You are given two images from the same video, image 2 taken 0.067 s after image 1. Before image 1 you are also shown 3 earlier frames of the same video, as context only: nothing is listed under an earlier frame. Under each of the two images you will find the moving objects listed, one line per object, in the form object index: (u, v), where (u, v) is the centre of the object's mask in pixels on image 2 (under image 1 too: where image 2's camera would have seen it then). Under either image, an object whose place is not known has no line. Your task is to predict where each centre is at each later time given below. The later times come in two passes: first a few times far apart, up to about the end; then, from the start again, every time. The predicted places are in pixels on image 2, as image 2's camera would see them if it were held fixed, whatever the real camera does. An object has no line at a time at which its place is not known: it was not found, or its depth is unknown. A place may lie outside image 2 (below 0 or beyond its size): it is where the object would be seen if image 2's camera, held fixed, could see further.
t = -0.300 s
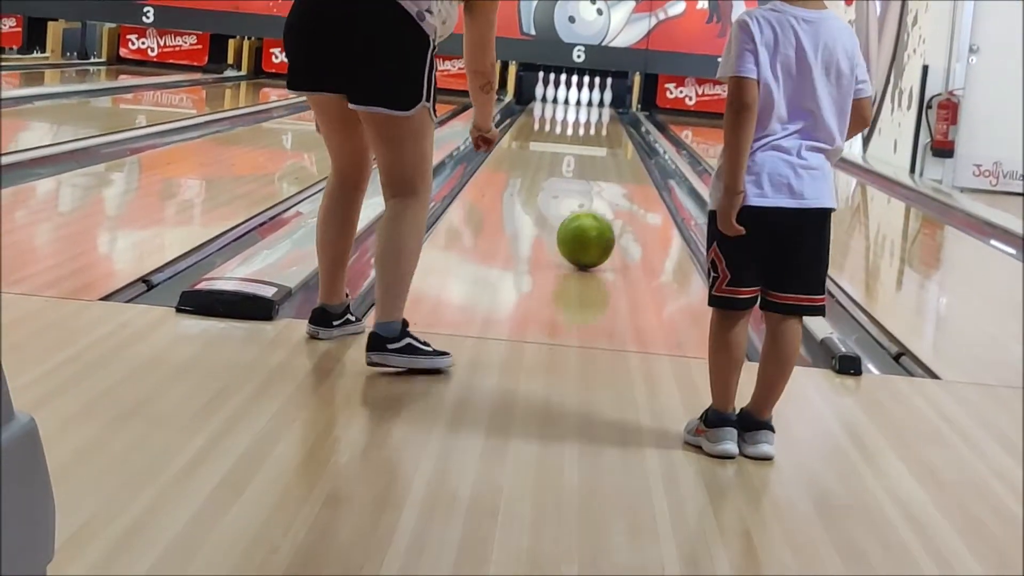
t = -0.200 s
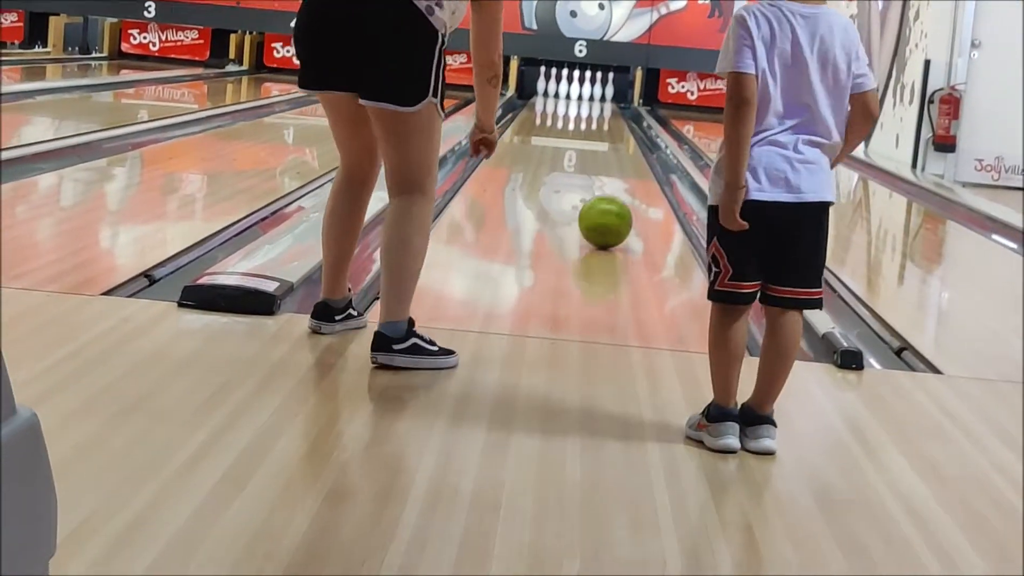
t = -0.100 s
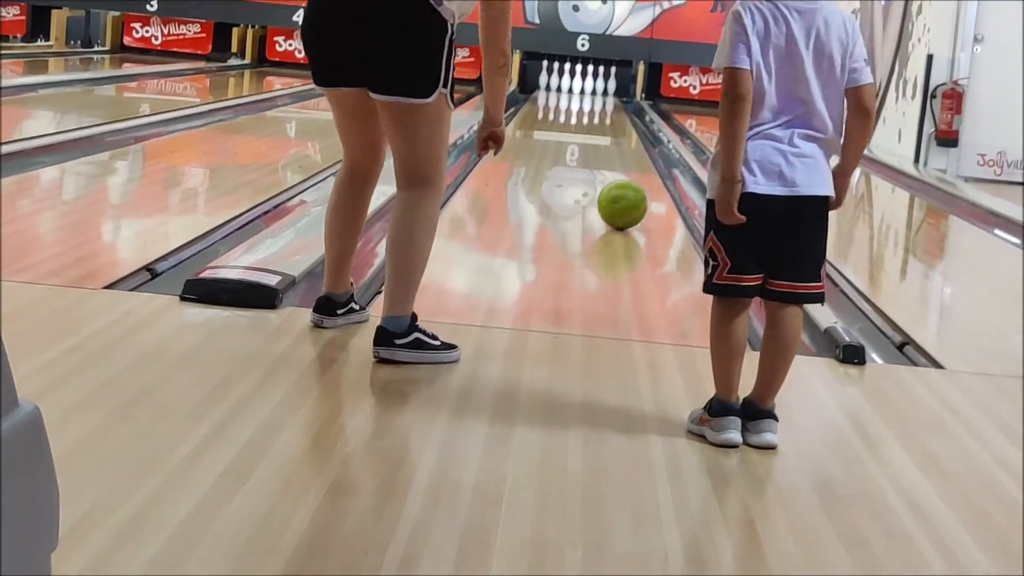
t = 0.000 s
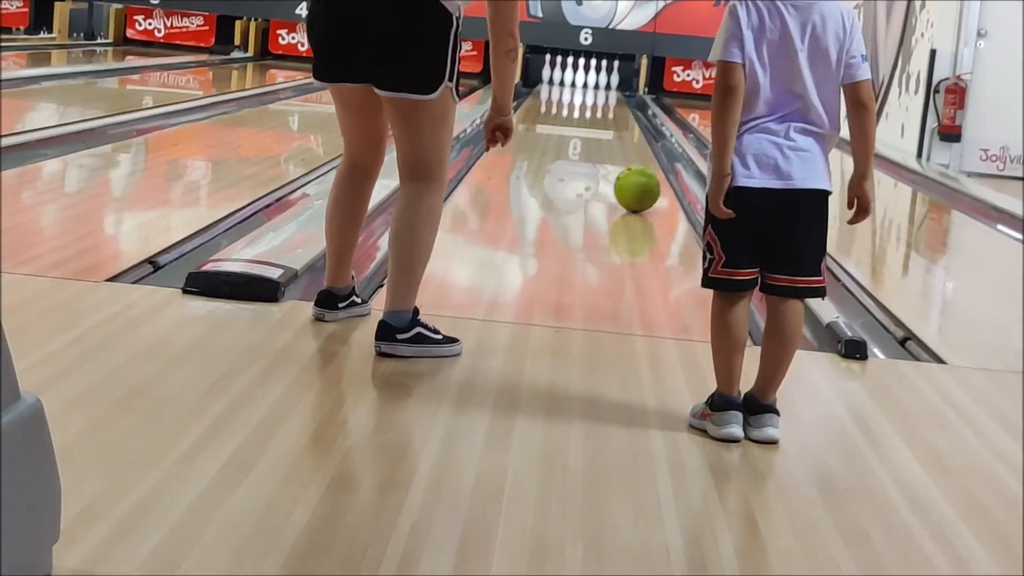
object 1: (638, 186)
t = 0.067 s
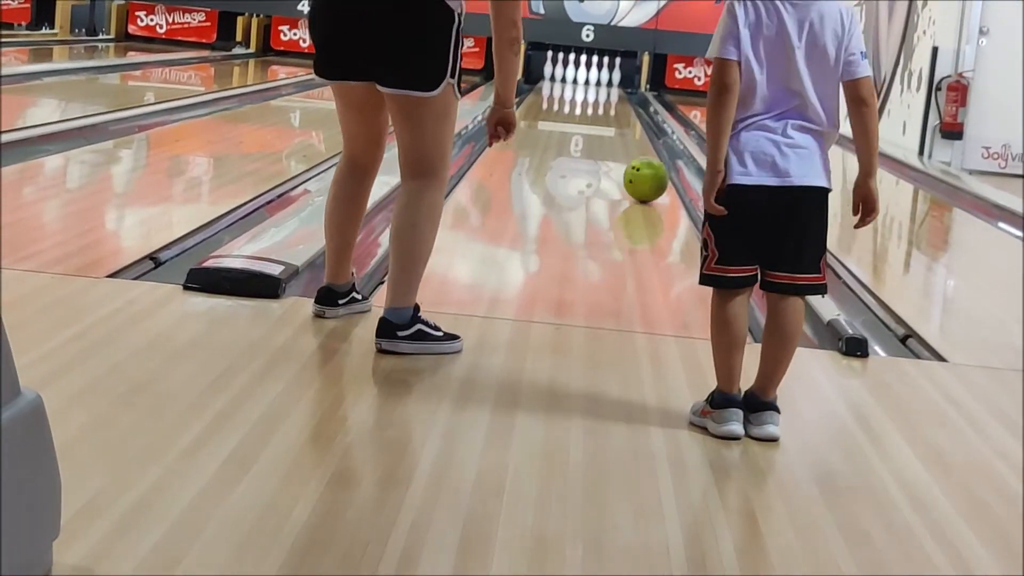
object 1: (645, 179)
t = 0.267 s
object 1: (663, 165)
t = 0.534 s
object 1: (678, 161)
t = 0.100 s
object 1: (649, 176)
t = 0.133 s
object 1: (652, 173)
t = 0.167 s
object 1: (655, 171)
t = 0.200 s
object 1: (658, 169)
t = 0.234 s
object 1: (661, 167)
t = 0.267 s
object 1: (663, 165)
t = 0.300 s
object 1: (666, 163)
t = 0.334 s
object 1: (668, 161)
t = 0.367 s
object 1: (670, 159)
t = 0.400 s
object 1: (672, 159)
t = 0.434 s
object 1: (675, 158)
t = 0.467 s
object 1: (679, 159)
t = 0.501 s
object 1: (679, 163)
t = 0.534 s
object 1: (678, 161)
